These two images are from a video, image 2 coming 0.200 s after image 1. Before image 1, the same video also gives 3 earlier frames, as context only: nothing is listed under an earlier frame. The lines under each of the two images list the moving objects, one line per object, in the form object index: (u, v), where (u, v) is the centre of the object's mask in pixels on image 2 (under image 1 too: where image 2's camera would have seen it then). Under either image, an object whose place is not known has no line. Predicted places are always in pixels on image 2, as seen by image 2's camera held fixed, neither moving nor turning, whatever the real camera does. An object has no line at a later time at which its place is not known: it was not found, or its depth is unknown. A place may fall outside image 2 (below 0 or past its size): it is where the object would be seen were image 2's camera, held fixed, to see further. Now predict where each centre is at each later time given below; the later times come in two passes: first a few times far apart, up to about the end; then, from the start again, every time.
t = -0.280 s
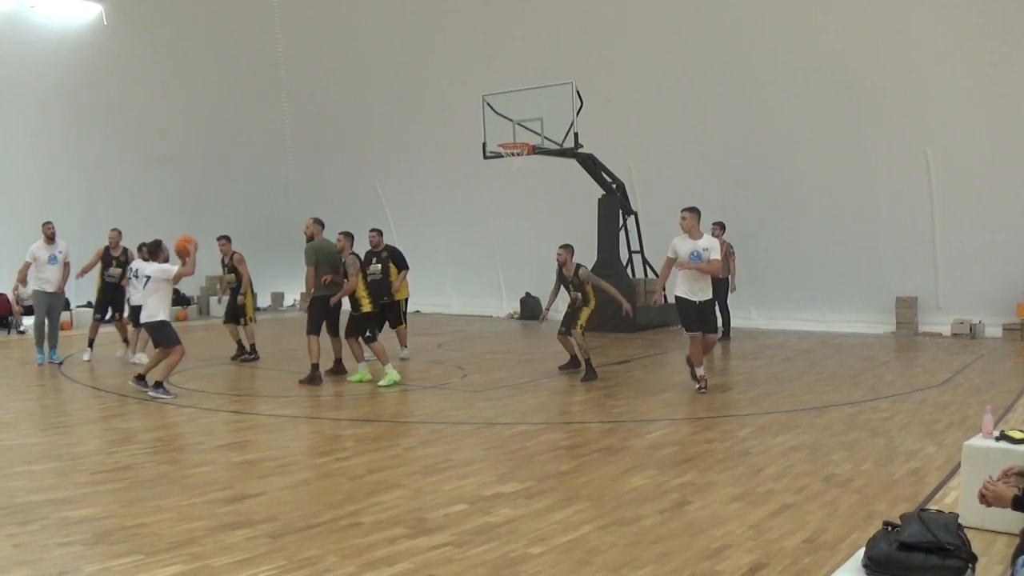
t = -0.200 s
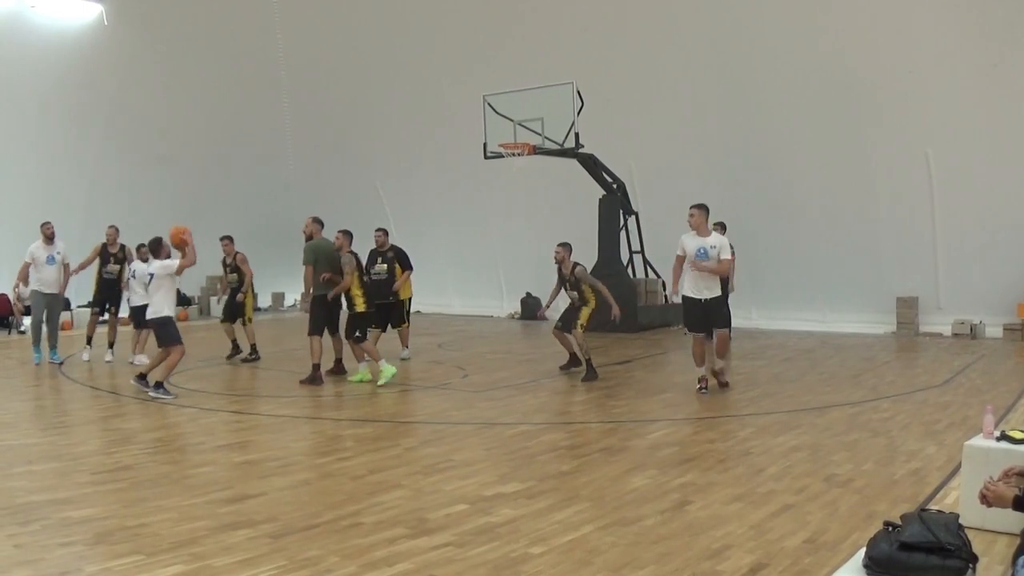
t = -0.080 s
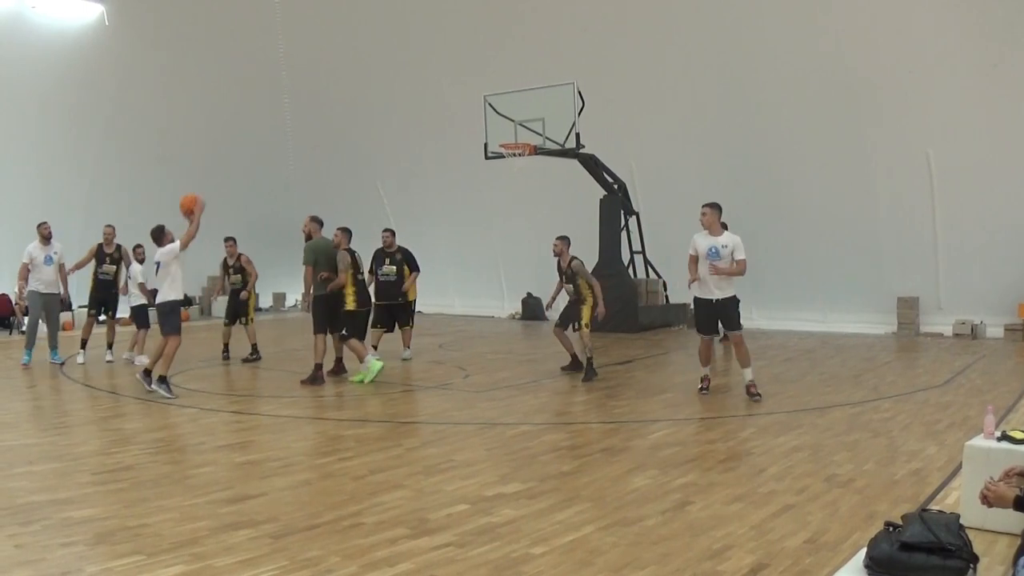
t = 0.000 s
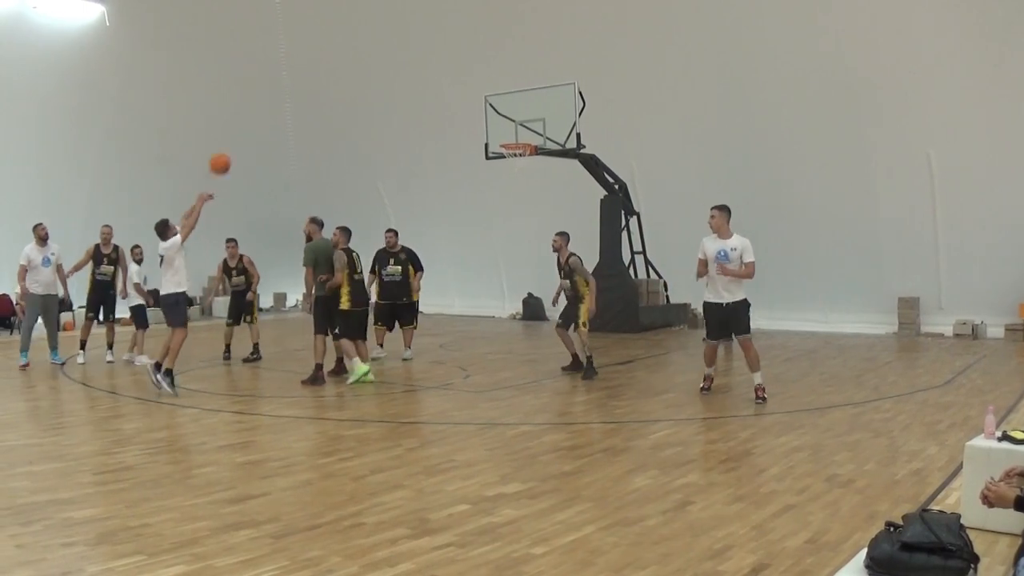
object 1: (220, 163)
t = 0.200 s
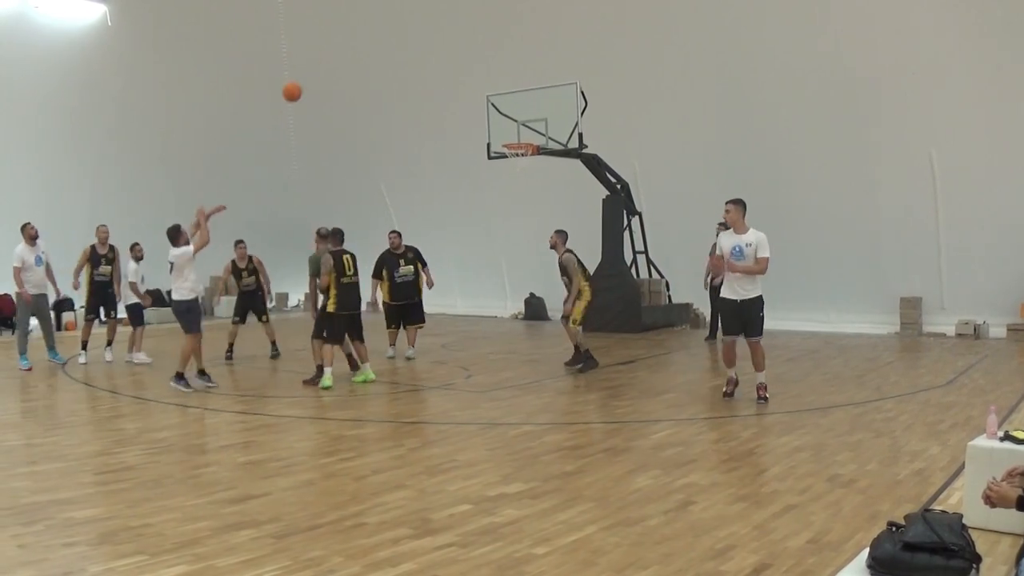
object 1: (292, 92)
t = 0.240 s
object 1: (305, 82)
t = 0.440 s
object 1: (365, 59)
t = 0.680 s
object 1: (427, 70)
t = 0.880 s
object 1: (471, 107)
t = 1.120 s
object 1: (501, 171)
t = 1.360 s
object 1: (508, 251)
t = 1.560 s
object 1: (513, 324)
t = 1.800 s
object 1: (496, 255)
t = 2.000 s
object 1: (482, 223)
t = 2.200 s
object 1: (470, 214)
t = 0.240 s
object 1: (305, 82)
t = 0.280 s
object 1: (318, 75)
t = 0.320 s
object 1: (330, 69)
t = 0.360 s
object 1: (342, 64)
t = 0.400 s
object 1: (353, 61)
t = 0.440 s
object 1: (365, 59)
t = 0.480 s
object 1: (376, 58)
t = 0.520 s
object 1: (386, 58)
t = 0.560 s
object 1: (397, 59)
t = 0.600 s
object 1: (407, 62)
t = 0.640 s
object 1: (417, 65)
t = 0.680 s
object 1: (427, 70)
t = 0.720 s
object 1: (436, 76)
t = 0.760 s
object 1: (445, 82)
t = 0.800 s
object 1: (454, 89)
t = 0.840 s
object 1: (463, 98)
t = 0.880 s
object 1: (471, 107)
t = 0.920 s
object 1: (479, 117)
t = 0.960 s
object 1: (487, 128)
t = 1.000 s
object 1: (495, 139)
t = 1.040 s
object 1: (499, 150)
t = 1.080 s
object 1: (501, 160)
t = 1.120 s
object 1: (501, 171)
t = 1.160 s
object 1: (502, 182)
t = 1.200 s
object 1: (503, 194)
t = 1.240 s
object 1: (504, 207)
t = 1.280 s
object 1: (506, 221)
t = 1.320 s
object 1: (507, 236)
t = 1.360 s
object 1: (508, 251)
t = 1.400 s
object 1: (509, 266)
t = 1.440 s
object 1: (510, 283)
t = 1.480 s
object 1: (511, 301)
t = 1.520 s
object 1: (513, 318)
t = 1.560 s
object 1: (513, 324)
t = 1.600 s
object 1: (510, 310)
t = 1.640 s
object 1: (507, 297)
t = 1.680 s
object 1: (504, 285)
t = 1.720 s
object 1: (501, 274)
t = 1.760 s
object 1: (499, 264)
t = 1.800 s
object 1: (496, 255)
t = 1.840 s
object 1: (493, 246)
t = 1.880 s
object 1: (490, 239)
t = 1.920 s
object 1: (487, 233)
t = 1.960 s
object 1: (484, 227)
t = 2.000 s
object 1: (482, 223)
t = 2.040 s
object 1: (479, 219)
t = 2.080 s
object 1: (477, 216)
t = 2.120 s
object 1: (475, 215)
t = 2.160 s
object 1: (472, 214)
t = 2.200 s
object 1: (470, 214)
